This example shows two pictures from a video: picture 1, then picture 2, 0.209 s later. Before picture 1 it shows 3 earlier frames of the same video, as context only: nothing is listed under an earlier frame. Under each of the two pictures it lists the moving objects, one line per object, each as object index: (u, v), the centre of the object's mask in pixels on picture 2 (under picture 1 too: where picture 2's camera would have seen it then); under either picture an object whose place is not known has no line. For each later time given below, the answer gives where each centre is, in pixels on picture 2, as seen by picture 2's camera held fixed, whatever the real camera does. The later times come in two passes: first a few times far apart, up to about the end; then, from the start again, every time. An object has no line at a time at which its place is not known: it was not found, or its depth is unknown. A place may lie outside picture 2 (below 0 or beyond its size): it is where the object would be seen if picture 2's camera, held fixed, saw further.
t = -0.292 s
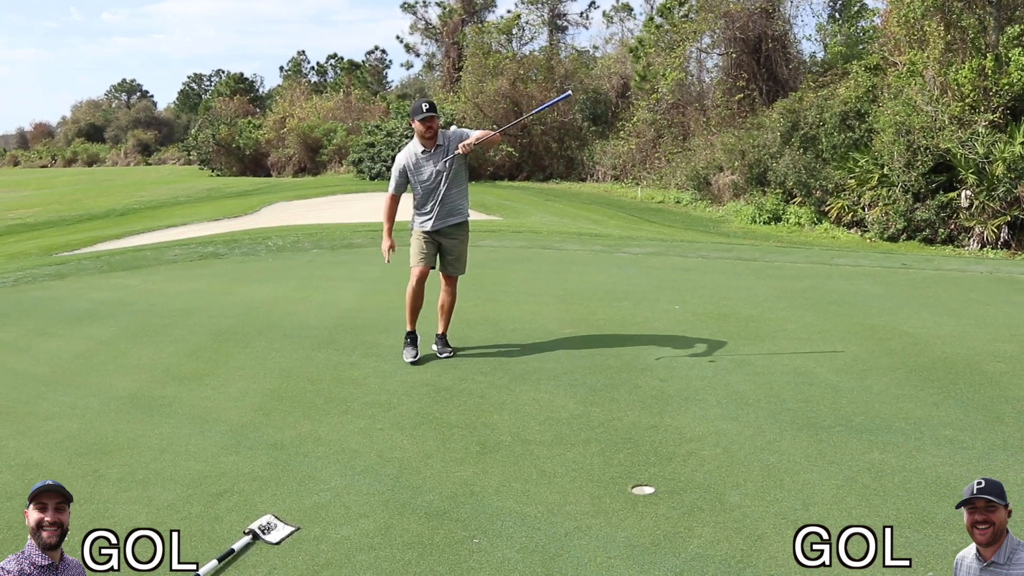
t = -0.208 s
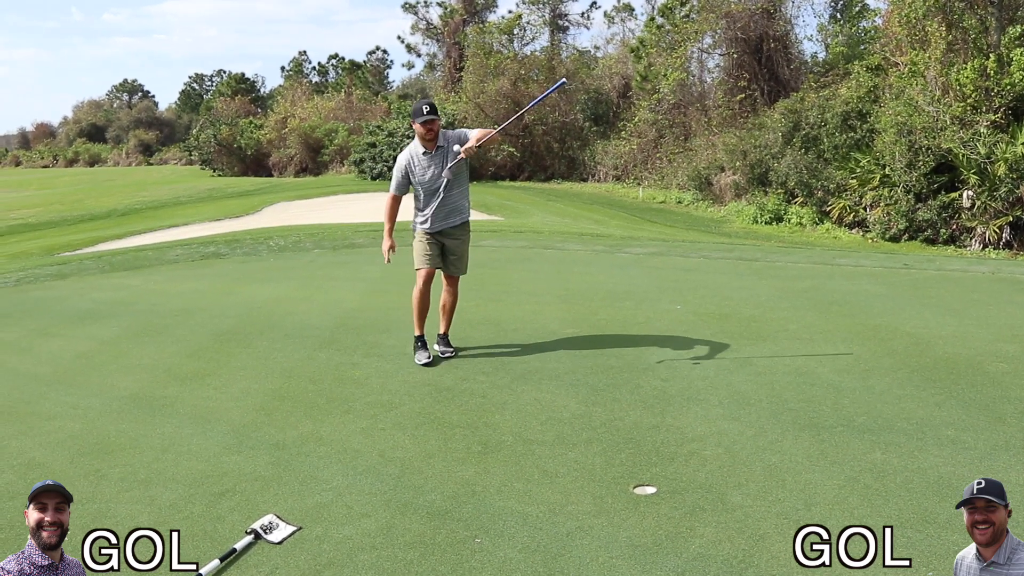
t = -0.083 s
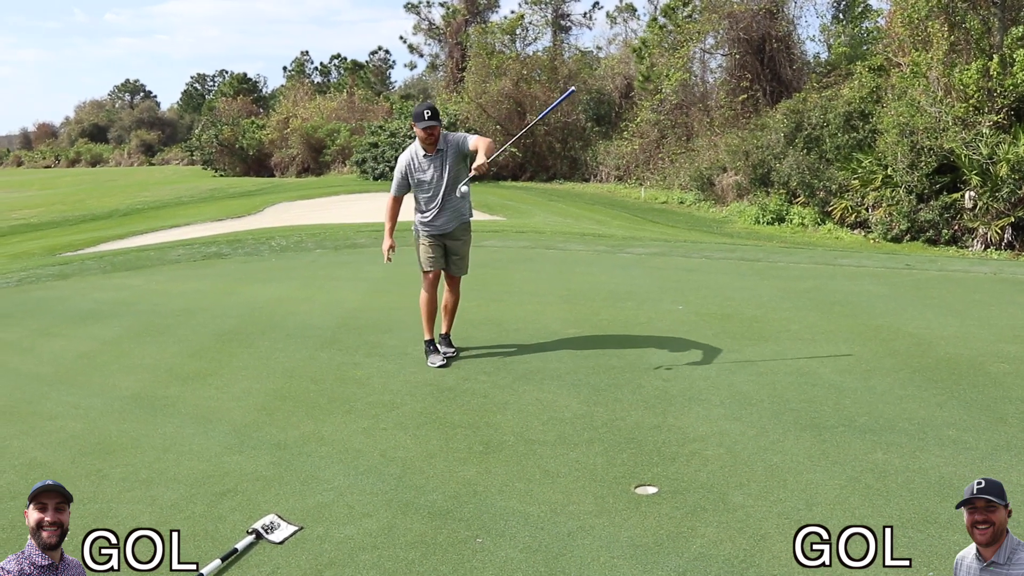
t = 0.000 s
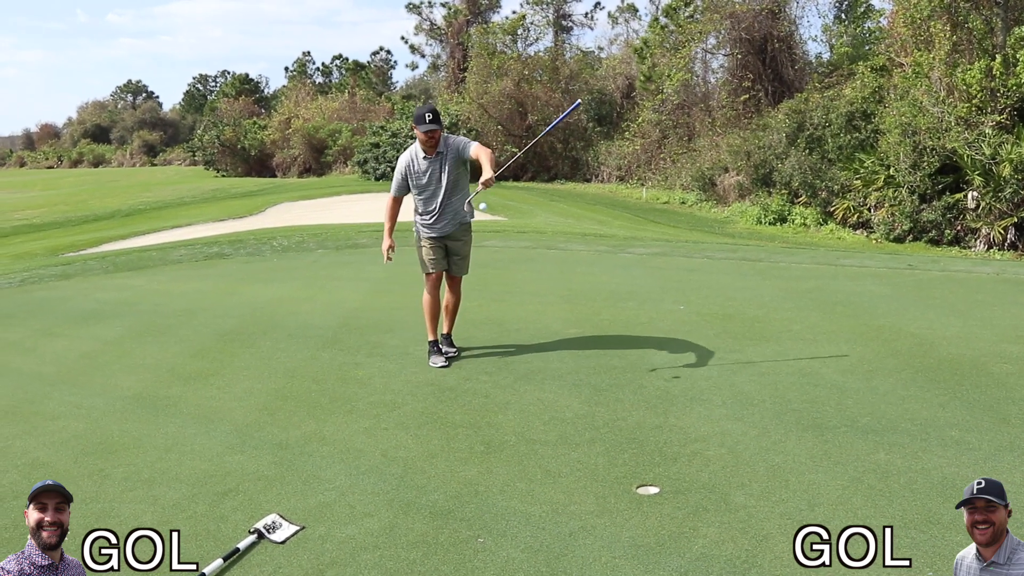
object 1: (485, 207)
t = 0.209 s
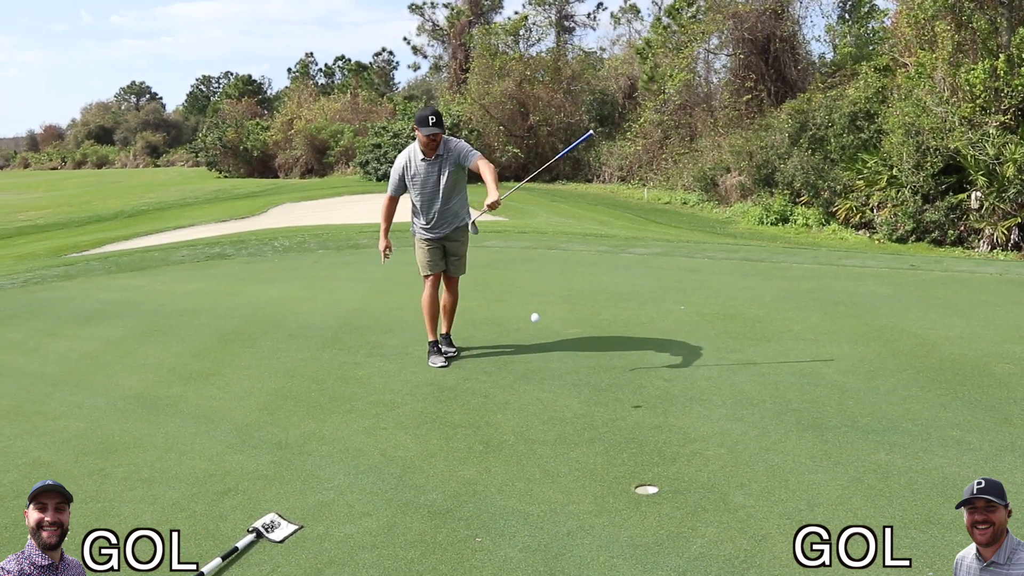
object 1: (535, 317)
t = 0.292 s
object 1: (558, 388)
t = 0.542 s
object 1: (600, 420)
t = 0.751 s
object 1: (633, 452)
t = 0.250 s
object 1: (544, 344)
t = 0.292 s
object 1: (558, 388)
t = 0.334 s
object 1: (568, 421)
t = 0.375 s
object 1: (575, 419)
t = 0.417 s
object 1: (580, 415)
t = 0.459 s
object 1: (587, 413)
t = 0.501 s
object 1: (592, 414)
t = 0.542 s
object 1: (600, 420)
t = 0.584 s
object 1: (605, 427)
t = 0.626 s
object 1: (613, 441)
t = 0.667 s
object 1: (620, 452)
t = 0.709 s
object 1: (627, 451)
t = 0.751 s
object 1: (633, 452)
